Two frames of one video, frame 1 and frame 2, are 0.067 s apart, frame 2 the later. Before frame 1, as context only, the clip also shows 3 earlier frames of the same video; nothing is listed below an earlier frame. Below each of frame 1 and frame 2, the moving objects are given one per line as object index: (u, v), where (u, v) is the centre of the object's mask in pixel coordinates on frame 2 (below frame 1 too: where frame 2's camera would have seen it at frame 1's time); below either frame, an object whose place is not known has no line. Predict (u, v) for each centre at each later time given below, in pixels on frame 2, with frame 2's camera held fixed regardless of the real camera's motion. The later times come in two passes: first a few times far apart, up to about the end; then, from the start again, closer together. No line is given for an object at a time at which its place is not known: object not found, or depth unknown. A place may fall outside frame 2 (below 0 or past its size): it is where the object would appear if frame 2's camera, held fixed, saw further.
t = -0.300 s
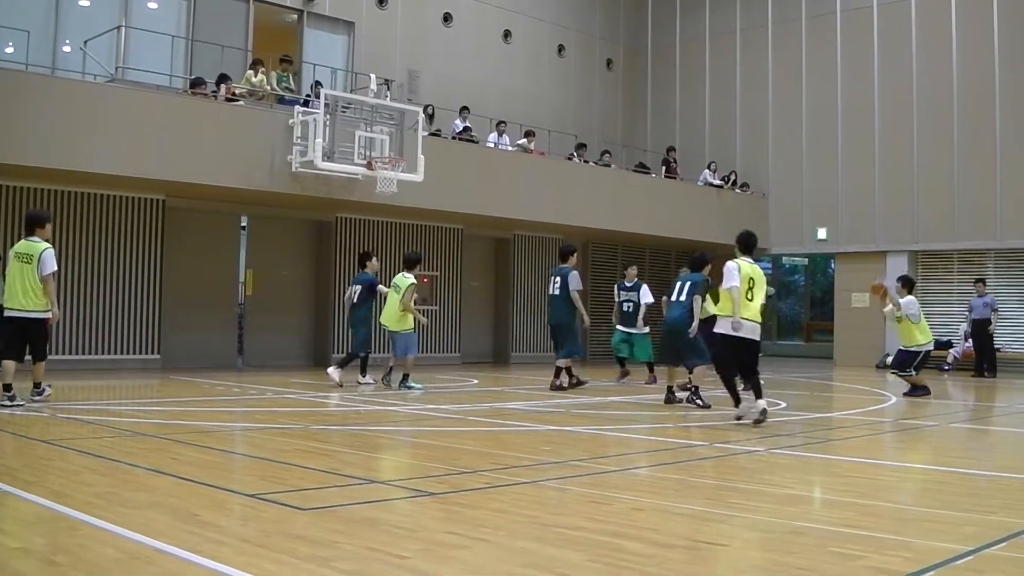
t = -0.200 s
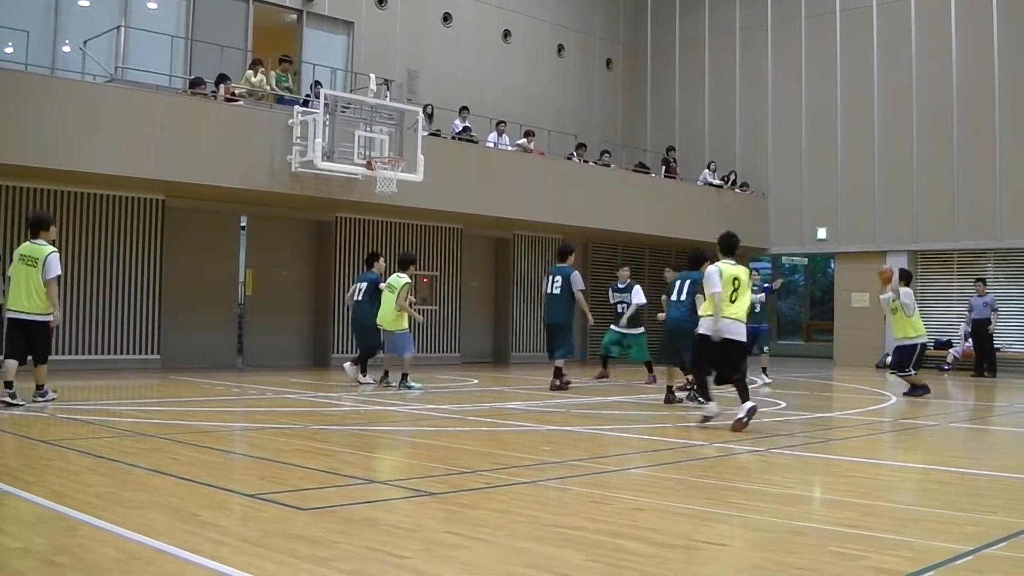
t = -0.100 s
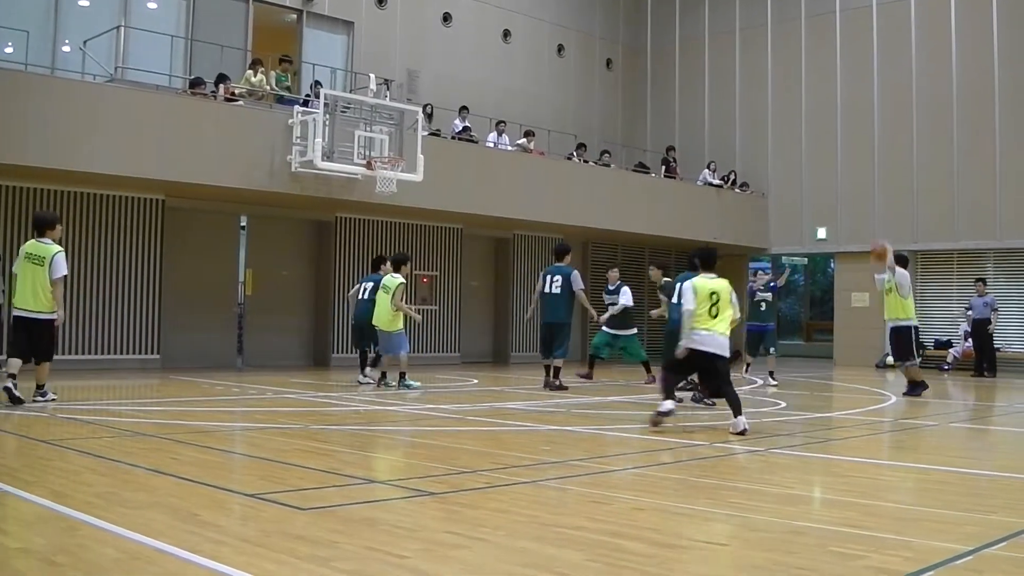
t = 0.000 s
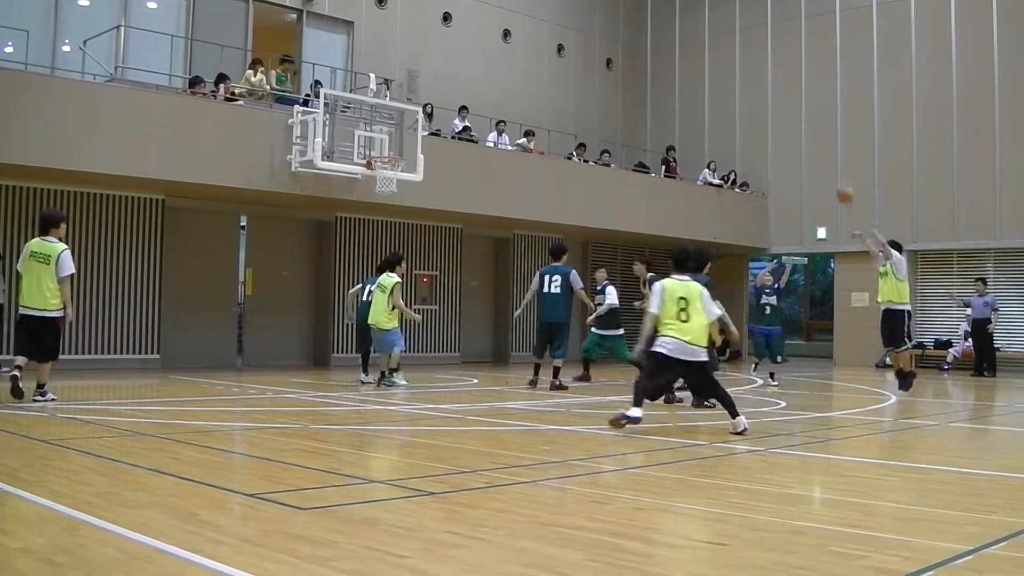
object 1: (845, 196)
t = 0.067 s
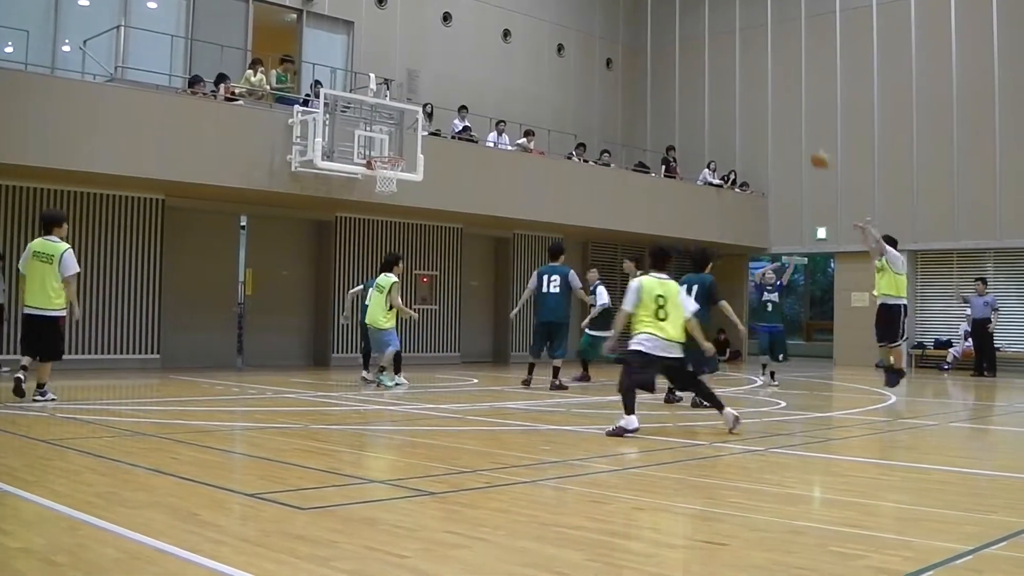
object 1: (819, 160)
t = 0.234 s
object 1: (756, 92)
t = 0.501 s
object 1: (660, 29)
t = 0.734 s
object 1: (581, 19)
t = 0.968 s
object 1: (505, 50)
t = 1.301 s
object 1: (403, 151)
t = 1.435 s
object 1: (371, 145)
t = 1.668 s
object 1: (382, 138)
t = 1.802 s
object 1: (387, 152)
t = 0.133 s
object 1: (793, 130)
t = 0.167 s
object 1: (782, 116)
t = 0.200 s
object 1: (768, 104)
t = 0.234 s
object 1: (756, 92)
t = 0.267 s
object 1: (743, 81)
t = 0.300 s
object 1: (731, 72)
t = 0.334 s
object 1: (718, 61)
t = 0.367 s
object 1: (707, 53)
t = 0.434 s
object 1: (683, 41)
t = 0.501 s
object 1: (660, 29)
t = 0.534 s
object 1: (648, 25)
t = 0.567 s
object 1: (636, 23)
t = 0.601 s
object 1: (625, 20)
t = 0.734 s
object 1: (581, 19)
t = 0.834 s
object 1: (548, 27)
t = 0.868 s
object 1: (537, 31)
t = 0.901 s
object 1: (526, 37)
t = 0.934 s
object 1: (516, 42)
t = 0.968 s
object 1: (505, 50)
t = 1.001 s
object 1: (494, 57)
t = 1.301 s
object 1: (403, 151)
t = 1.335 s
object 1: (395, 149)
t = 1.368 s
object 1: (387, 147)
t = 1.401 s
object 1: (379, 146)
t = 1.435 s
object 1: (371, 145)
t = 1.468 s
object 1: (372, 142)
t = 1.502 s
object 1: (374, 140)
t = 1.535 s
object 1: (376, 138)
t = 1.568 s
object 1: (377, 136)
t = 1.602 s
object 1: (379, 136)
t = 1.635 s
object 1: (380, 136)
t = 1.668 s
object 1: (382, 138)
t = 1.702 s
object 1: (384, 139)
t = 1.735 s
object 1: (386, 143)
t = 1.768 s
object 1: (385, 146)
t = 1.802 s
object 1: (387, 152)
